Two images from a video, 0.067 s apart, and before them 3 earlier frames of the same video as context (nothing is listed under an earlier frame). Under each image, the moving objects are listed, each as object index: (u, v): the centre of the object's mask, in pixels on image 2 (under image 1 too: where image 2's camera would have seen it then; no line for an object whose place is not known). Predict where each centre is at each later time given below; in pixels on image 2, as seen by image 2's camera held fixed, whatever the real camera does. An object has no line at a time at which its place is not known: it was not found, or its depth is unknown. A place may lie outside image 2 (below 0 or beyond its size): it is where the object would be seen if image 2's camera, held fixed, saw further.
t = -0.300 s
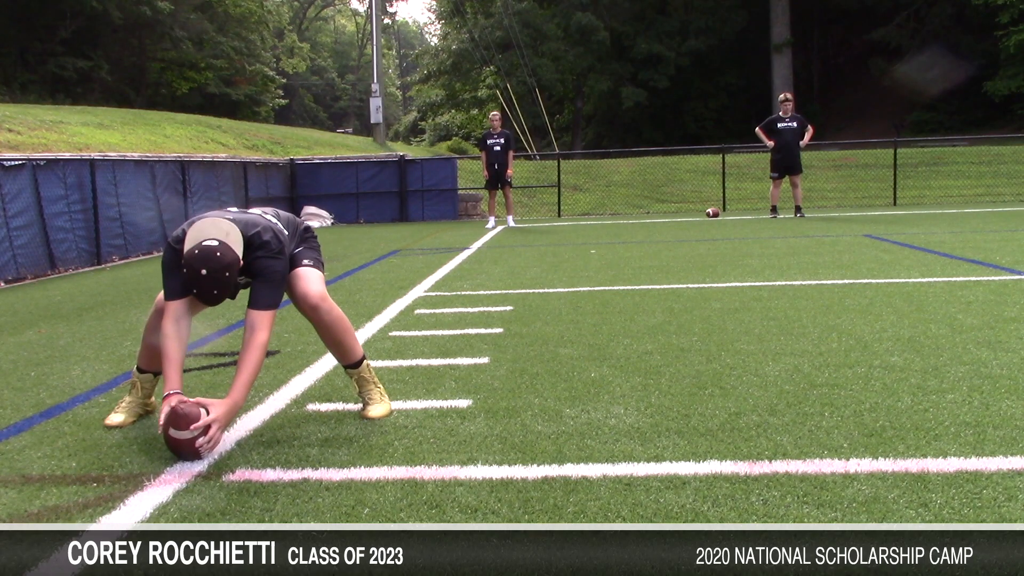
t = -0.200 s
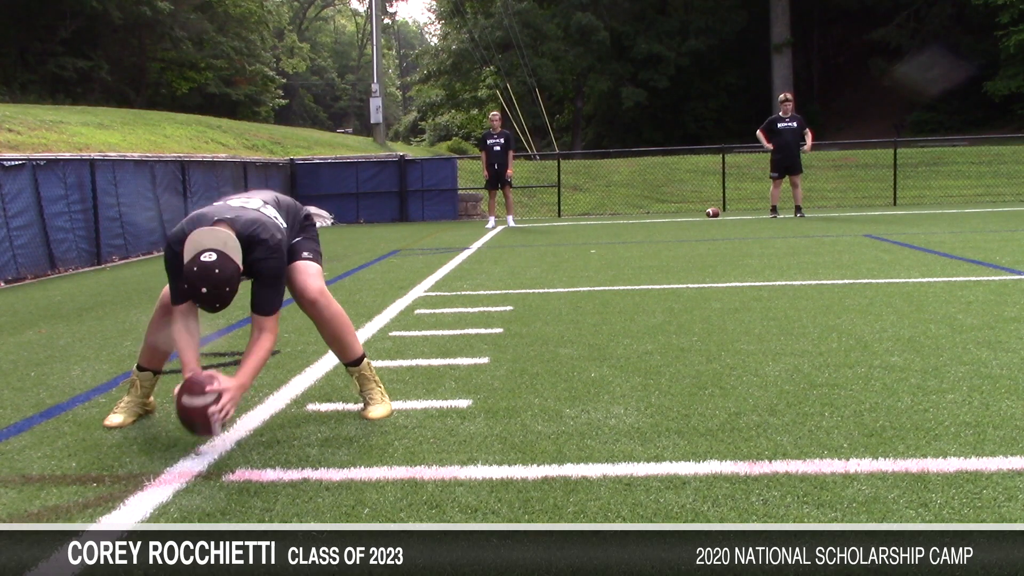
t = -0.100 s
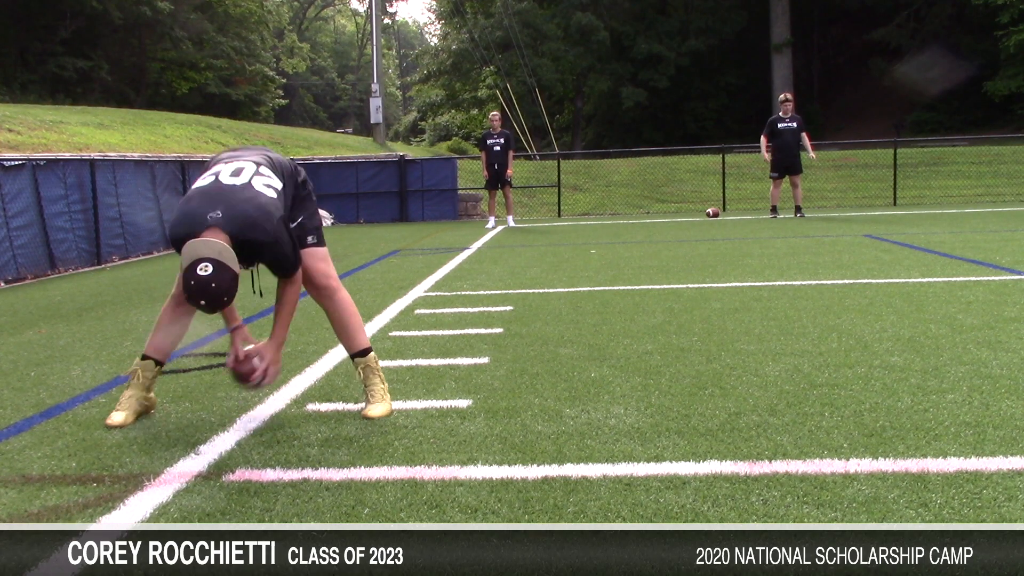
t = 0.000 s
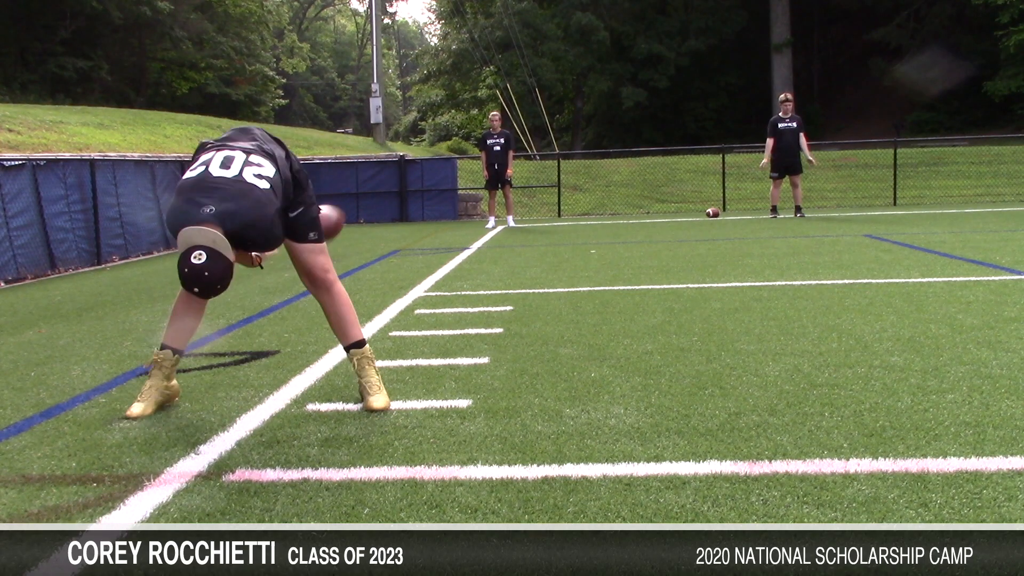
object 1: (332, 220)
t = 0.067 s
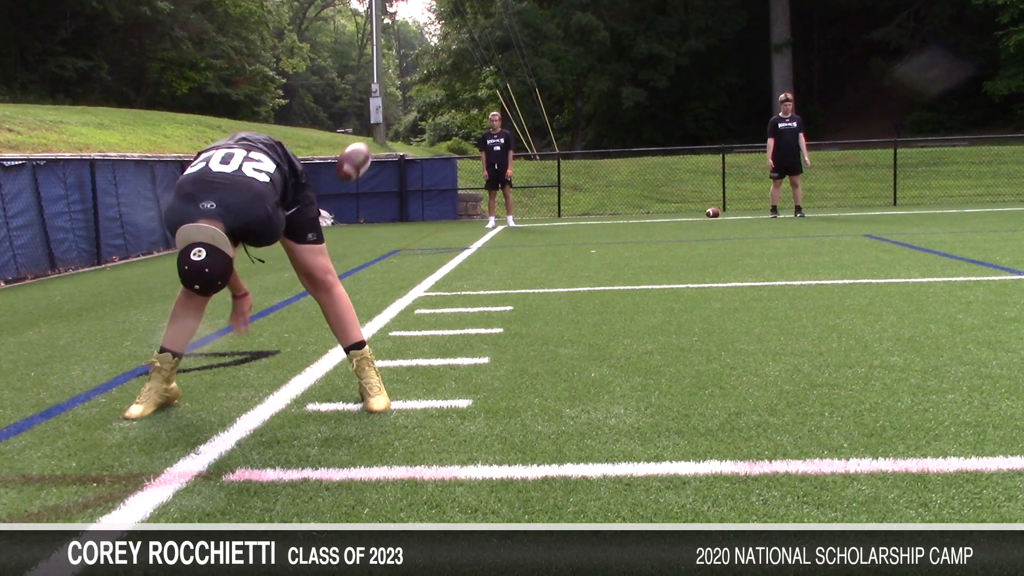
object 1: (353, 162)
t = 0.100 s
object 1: (367, 139)
